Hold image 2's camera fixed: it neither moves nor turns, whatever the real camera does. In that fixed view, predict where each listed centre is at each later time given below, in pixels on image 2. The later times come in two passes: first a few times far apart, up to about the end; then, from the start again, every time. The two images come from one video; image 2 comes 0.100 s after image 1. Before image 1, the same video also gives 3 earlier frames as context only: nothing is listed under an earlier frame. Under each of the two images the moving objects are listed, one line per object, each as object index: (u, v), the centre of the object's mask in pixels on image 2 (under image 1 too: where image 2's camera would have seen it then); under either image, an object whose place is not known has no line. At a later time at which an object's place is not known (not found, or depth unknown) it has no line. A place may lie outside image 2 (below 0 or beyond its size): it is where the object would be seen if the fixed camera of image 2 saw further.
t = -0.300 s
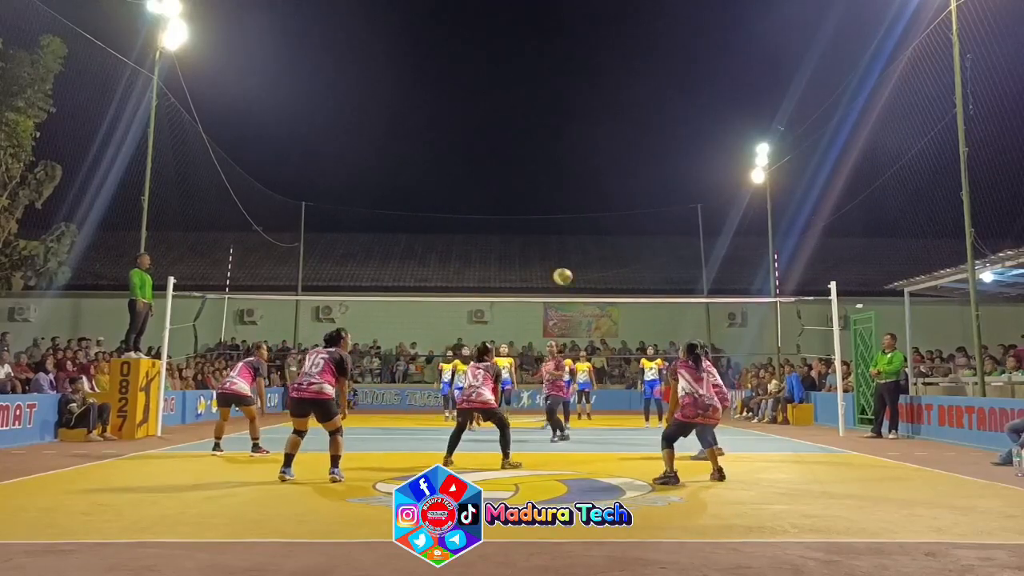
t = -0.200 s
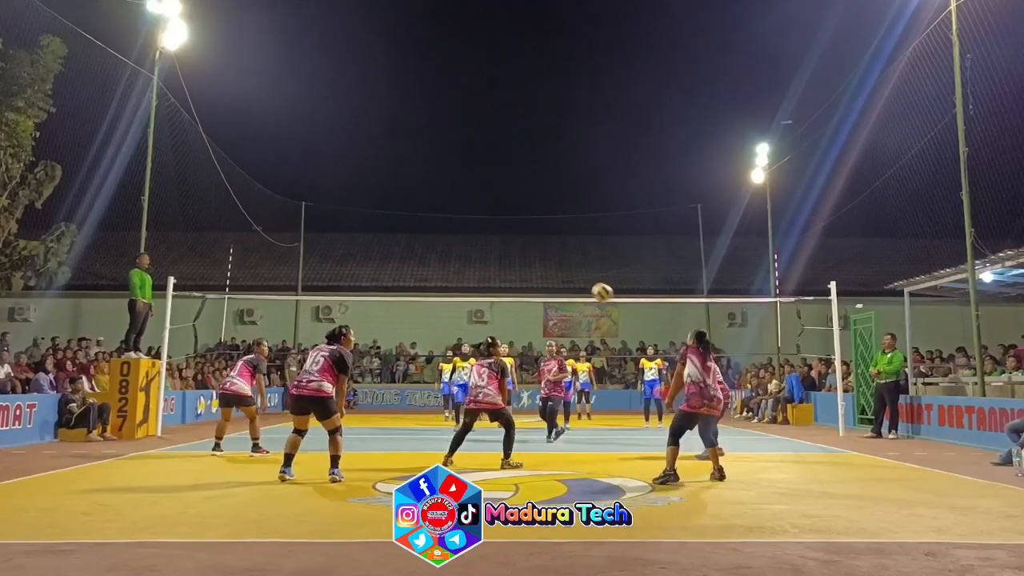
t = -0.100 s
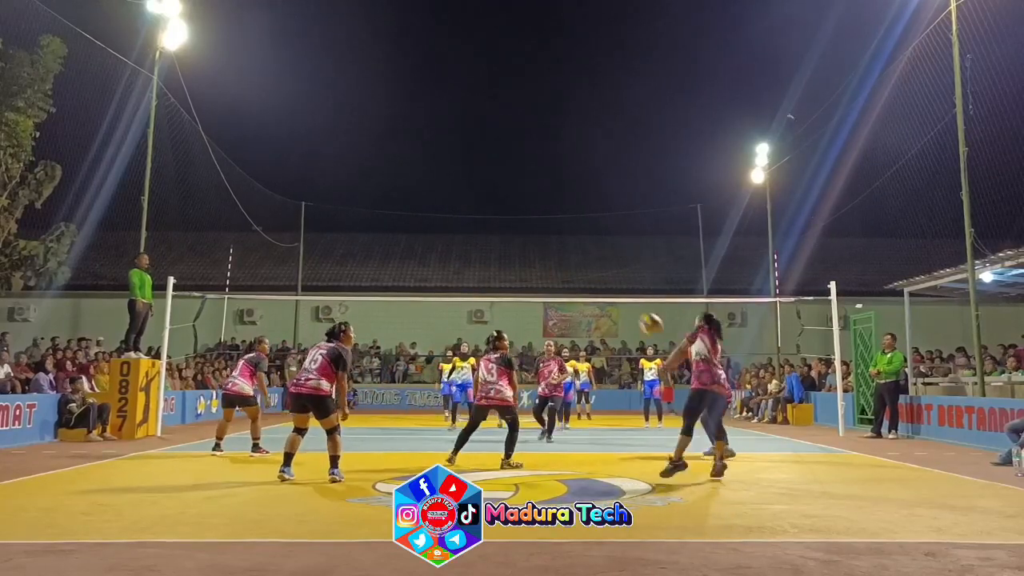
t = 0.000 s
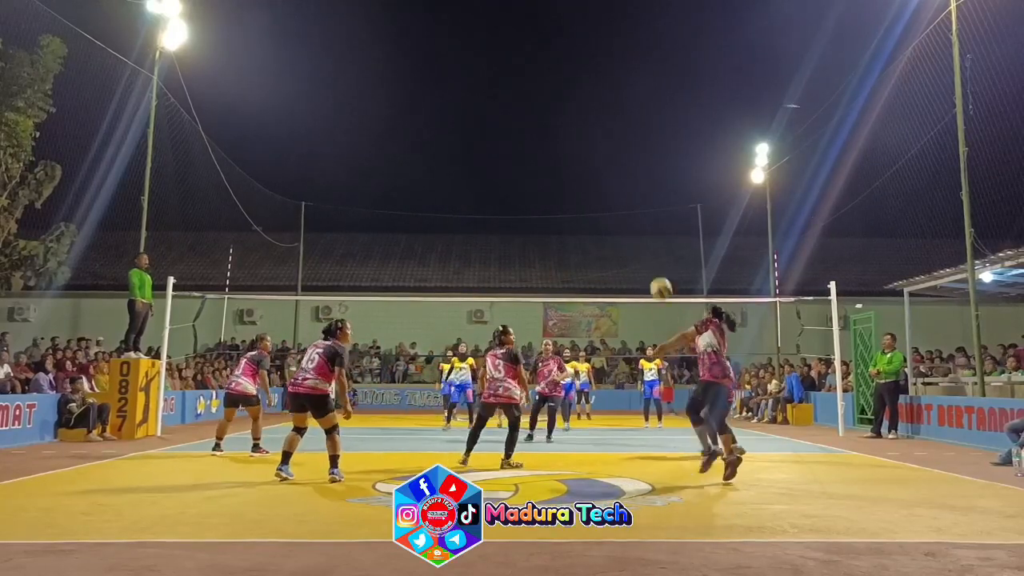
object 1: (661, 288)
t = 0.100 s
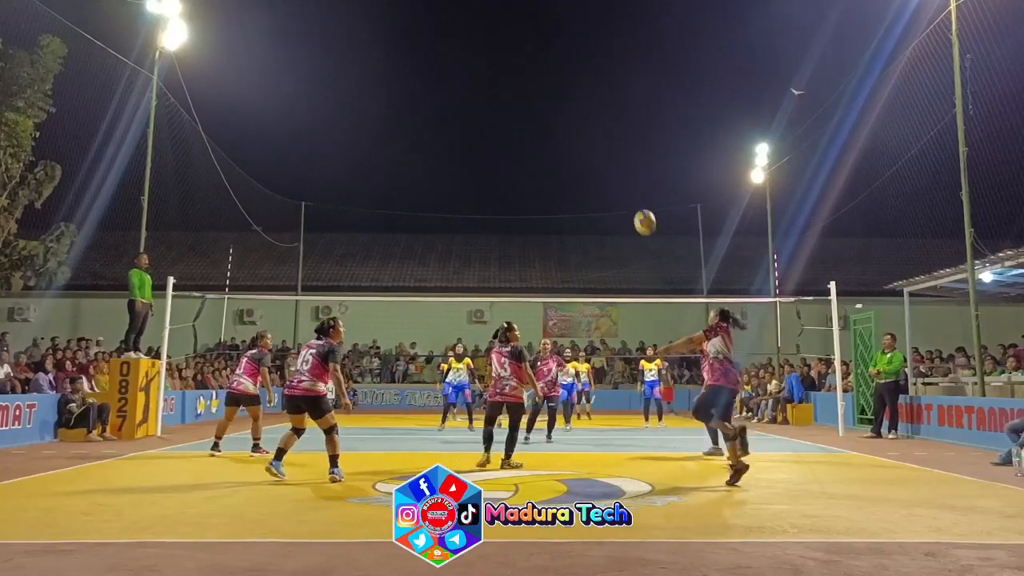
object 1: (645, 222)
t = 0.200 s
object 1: (630, 167)
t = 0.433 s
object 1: (600, 83)
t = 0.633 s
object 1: (578, 53)
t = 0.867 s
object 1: (555, 58)
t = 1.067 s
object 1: (537, 95)
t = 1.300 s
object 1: (517, 172)
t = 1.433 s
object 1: (505, 231)
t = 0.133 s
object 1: (640, 203)
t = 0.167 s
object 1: (635, 184)
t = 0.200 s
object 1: (630, 167)
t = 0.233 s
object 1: (625, 152)
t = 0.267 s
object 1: (621, 138)
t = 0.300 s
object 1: (616, 124)
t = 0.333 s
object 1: (612, 112)
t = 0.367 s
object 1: (608, 102)
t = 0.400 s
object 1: (604, 92)
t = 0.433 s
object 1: (600, 83)
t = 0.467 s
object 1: (596, 76)
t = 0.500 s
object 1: (593, 69)
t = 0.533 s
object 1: (589, 64)
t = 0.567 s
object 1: (585, 59)
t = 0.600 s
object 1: (582, 55)
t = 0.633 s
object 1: (578, 53)
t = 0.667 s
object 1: (575, 51)
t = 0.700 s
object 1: (571, 50)
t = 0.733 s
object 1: (568, 50)
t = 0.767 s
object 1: (565, 51)
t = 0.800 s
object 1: (562, 52)
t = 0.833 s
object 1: (558, 55)
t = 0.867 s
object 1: (555, 58)
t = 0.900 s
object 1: (552, 62)
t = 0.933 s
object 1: (549, 67)
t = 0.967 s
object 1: (546, 73)
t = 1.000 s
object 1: (543, 79)
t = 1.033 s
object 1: (540, 87)
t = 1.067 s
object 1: (537, 95)
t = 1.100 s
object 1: (534, 104)
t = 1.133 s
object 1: (531, 113)
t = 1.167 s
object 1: (528, 123)
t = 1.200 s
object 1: (525, 134)
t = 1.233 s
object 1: (522, 146)
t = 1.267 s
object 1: (519, 159)
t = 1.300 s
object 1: (517, 172)
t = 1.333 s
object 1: (514, 186)
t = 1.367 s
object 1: (511, 200)
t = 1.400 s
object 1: (508, 215)
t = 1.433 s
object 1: (505, 231)
